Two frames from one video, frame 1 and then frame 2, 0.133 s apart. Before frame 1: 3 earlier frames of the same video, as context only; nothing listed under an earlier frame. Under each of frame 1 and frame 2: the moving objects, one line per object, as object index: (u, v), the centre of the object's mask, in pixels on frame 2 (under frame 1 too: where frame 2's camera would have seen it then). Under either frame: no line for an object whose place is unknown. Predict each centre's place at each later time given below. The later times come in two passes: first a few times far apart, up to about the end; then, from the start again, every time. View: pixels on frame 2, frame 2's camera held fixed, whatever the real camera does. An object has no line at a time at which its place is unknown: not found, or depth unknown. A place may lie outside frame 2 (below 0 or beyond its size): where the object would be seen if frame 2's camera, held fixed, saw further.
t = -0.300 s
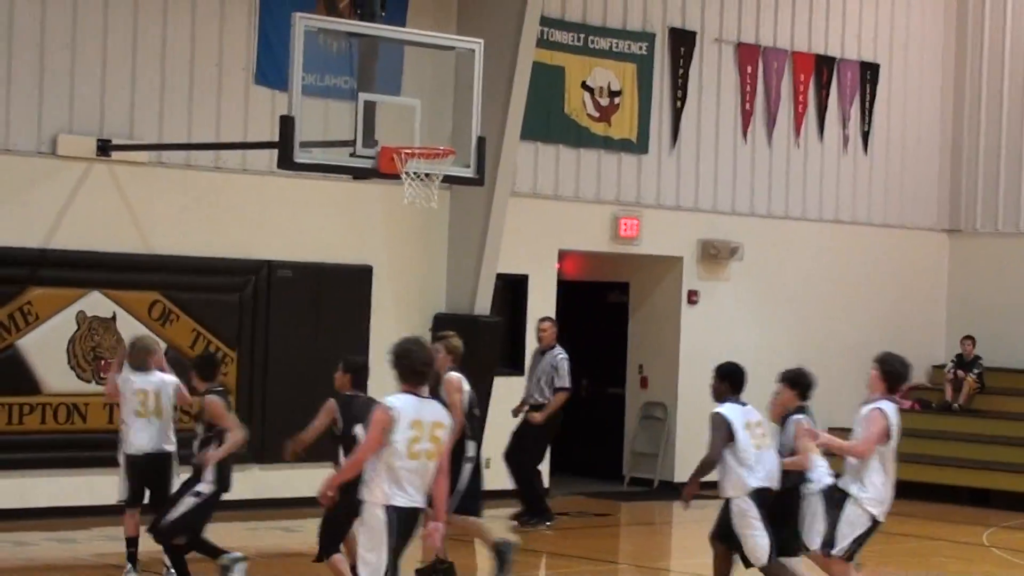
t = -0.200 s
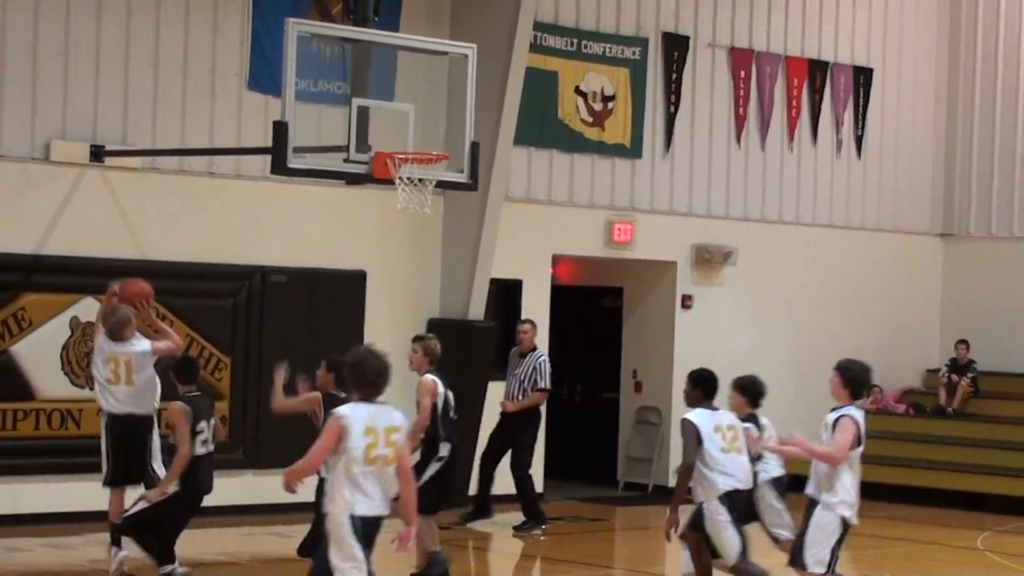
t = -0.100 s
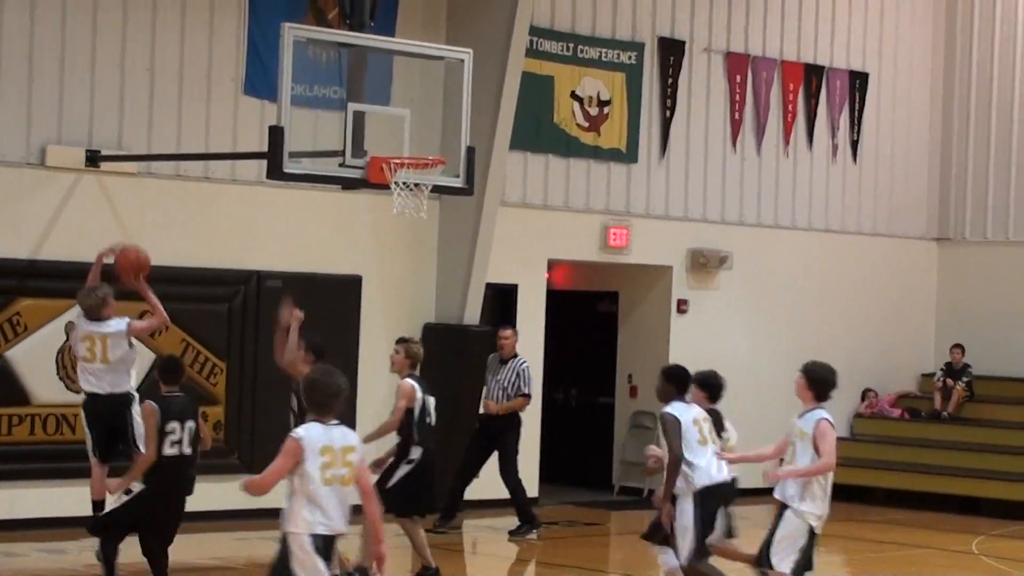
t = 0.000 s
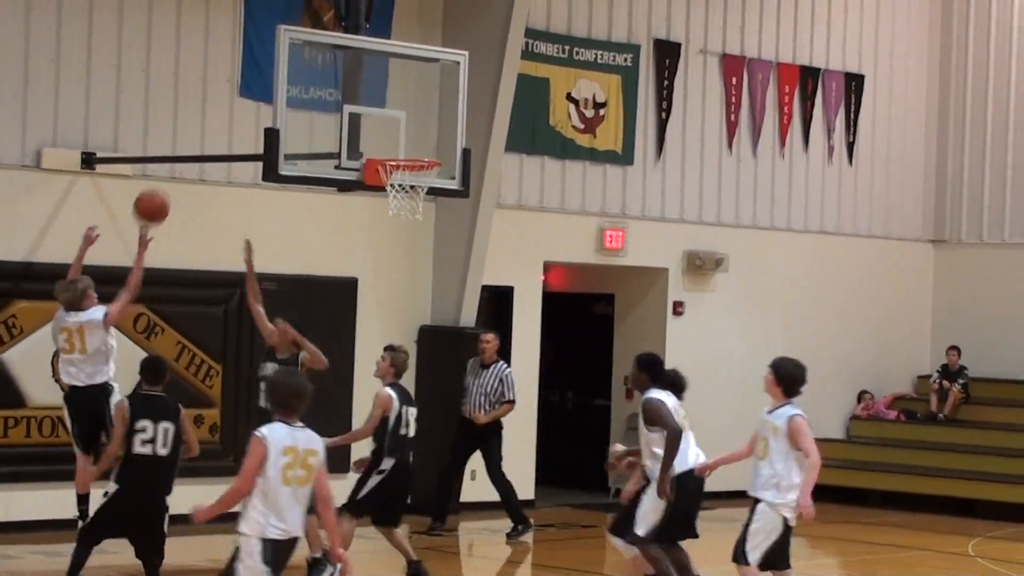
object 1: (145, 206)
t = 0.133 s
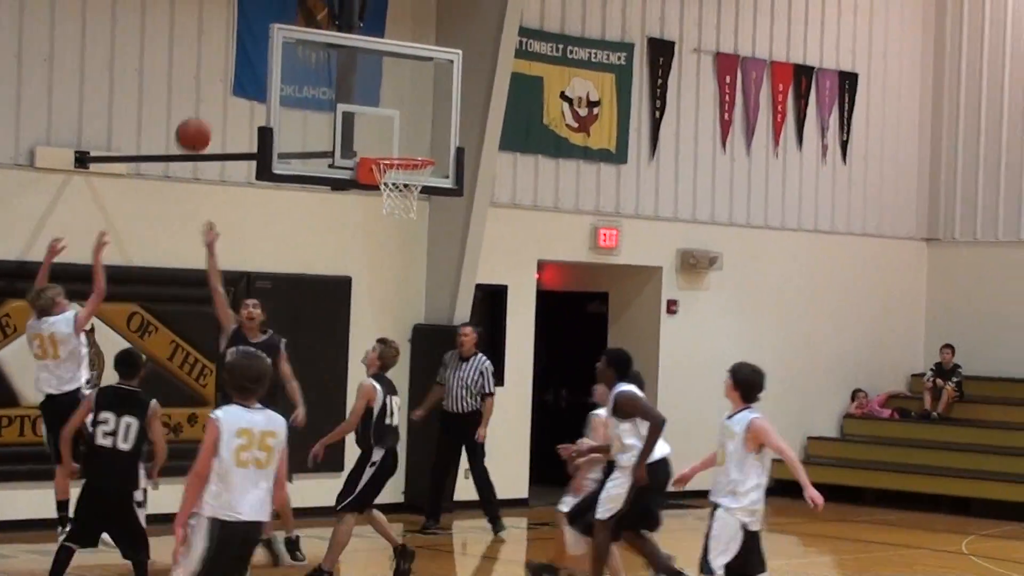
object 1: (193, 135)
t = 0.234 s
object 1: (227, 100)
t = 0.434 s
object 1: (292, 73)
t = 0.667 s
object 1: (361, 111)
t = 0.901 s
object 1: (413, 164)
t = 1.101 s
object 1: (379, 187)
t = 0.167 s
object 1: (205, 122)
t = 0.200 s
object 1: (216, 110)
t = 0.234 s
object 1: (227, 100)
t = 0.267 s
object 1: (239, 91)
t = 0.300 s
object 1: (249, 84)
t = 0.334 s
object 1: (261, 80)
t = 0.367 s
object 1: (271, 76)
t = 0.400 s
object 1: (281, 74)
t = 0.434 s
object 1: (292, 73)
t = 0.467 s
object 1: (303, 75)
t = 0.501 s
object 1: (313, 77)
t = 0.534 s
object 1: (323, 81)
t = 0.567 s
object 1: (333, 86)
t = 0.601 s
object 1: (342, 93)
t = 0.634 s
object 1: (352, 100)
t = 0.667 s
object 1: (361, 111)
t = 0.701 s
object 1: (370, 123)
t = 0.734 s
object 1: (379, 136)
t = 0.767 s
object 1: (388, 145)
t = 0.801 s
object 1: (396, 146)
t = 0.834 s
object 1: (404, 148)
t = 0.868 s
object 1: (412, 152)
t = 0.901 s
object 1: (413, 164)
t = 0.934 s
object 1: (410, 165)
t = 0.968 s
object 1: (403, 168)
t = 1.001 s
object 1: (395, 173)
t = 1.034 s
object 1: (389, 175)
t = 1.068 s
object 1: (384, 182)
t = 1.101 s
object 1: (379, 187)
